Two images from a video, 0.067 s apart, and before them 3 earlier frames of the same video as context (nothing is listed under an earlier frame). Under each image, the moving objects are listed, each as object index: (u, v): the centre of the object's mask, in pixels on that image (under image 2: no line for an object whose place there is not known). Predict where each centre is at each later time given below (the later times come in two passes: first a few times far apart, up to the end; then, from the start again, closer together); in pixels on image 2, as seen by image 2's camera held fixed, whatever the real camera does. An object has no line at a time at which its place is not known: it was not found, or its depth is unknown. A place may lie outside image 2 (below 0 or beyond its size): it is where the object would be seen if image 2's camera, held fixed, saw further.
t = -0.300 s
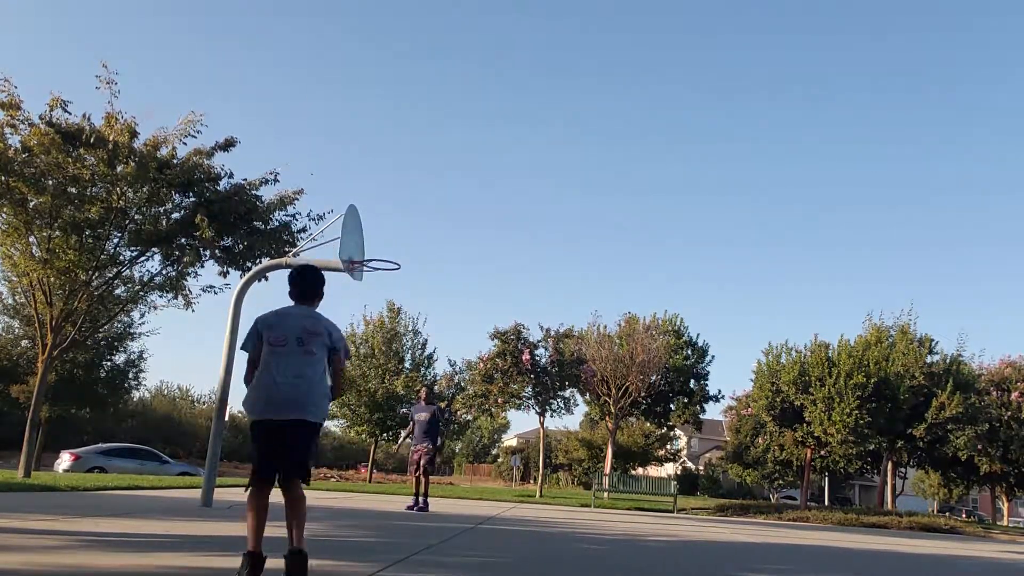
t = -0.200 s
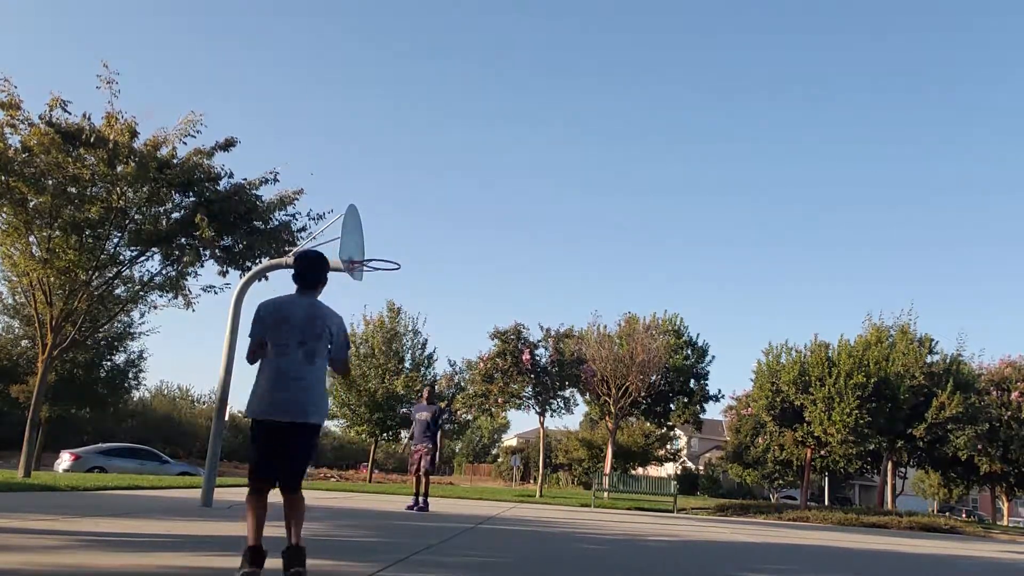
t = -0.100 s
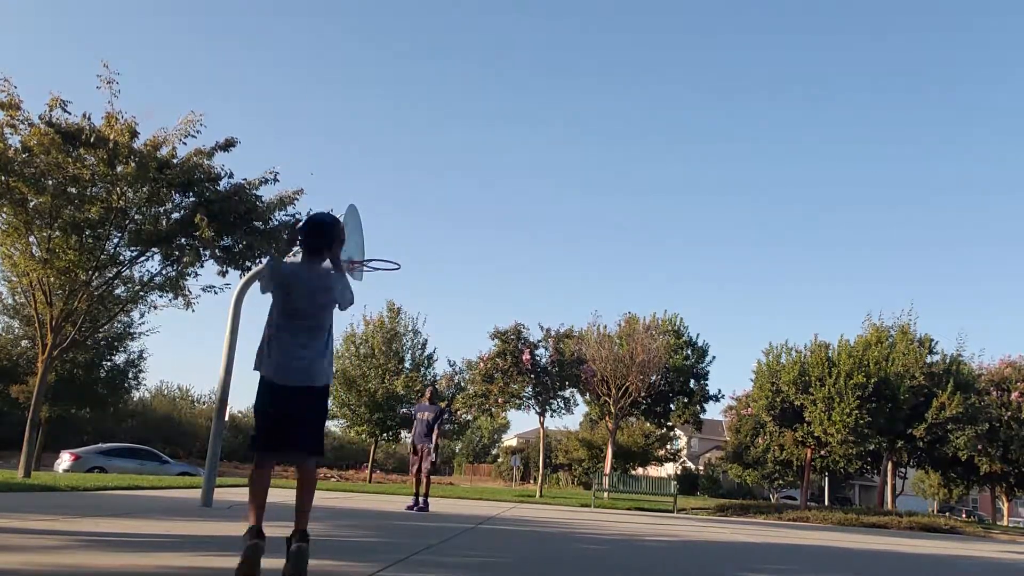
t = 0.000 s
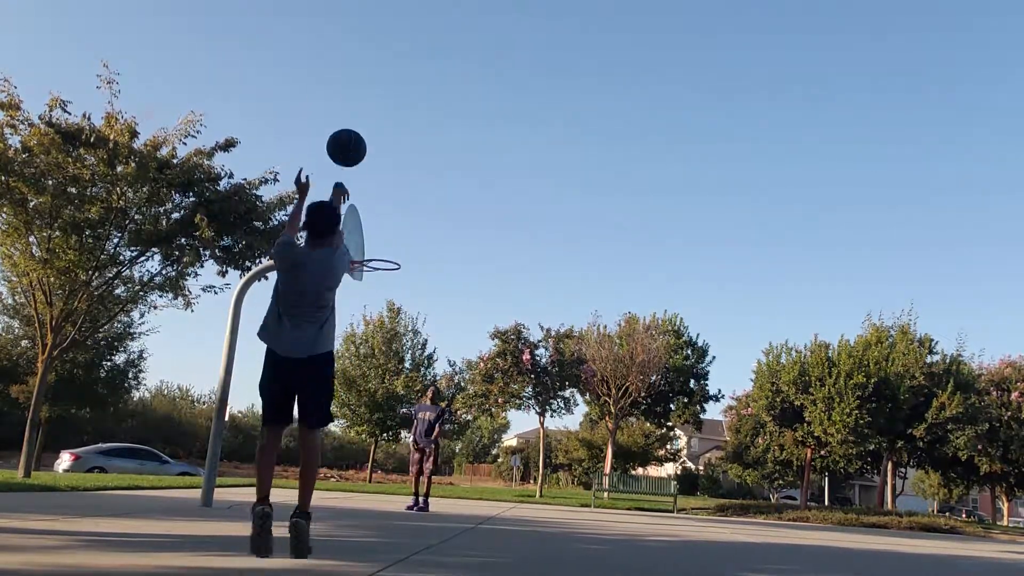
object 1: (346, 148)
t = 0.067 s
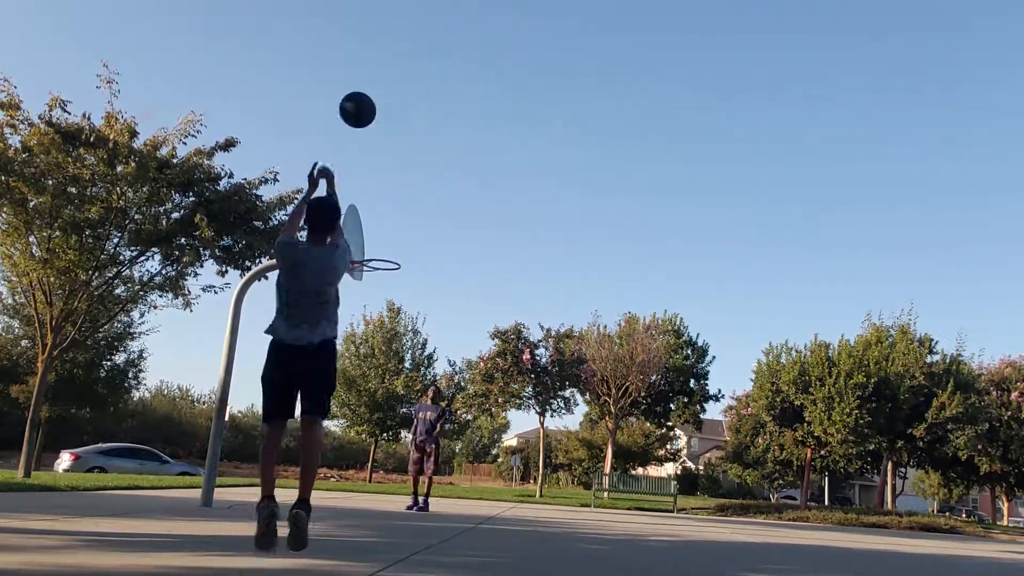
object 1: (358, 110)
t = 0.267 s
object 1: (378, 51)
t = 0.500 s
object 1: (389, 52)
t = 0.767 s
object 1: (392, 110)
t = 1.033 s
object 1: (389, 211)
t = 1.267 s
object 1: (408, 216)
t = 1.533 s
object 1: (451, 169)
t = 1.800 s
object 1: (499, 181)
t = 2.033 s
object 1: (548, 263)
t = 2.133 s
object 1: (572, 326)
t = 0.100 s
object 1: (362, 95)
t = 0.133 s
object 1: (366, 82)
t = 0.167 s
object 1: (369, 72)
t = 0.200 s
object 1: (372, 63)
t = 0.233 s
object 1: (375, 56)
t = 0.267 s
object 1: (378, 51)
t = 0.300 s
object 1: (380, 47)
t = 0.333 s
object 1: (382, 45)
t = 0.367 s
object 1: (384, 44)
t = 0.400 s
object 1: (386, 44)
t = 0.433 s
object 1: (387, 45)
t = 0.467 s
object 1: (388, 48)
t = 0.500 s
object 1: (389, 52)
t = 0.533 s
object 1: (390, 56)
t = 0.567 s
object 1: (391, 61)
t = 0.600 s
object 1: (392, 68)
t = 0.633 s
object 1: (392, 75)
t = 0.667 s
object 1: (392, 83)
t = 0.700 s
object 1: (392, 91)
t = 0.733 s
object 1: (392, 100)
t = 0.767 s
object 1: (392, 110)
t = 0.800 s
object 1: (392, 121)
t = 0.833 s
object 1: (392, 132)
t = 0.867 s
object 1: (391, 144)
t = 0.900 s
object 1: (391, 156)
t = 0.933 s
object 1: (391, 169)
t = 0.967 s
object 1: (390, 183)
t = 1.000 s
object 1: (389, 197)
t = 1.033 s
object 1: (389, 211)
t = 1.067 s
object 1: (388, 227)
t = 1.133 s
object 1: (386, 255)
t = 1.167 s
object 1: (392, 245)
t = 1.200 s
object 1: (397, 235)
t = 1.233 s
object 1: (403, 225)
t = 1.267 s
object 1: (408, 216)
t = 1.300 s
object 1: (413, 208)
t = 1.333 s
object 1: (419, 200)
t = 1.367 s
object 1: (424, 193)
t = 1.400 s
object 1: (429, 187)
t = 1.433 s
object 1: (434, 181)
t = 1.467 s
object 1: (440, 176)
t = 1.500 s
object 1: (445, 173)
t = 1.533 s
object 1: (451, 169)
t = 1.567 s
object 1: (457, 167)
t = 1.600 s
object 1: (463, 166)
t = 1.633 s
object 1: (469, 166)
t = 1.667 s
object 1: (474, 167)
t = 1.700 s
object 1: (481, 169)
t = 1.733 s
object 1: (487, 172)
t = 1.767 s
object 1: (493, 176)
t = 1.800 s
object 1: (499, 181)
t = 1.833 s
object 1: (506, 188)
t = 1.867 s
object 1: (512, 197)
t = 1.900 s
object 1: (519, 207)
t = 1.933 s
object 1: (526, 218)
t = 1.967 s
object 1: (533, 231)
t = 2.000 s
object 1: (540, 246)
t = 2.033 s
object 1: (548, 263)
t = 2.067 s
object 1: (555, 281)
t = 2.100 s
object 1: (563, 302)
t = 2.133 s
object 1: (572, 326)
